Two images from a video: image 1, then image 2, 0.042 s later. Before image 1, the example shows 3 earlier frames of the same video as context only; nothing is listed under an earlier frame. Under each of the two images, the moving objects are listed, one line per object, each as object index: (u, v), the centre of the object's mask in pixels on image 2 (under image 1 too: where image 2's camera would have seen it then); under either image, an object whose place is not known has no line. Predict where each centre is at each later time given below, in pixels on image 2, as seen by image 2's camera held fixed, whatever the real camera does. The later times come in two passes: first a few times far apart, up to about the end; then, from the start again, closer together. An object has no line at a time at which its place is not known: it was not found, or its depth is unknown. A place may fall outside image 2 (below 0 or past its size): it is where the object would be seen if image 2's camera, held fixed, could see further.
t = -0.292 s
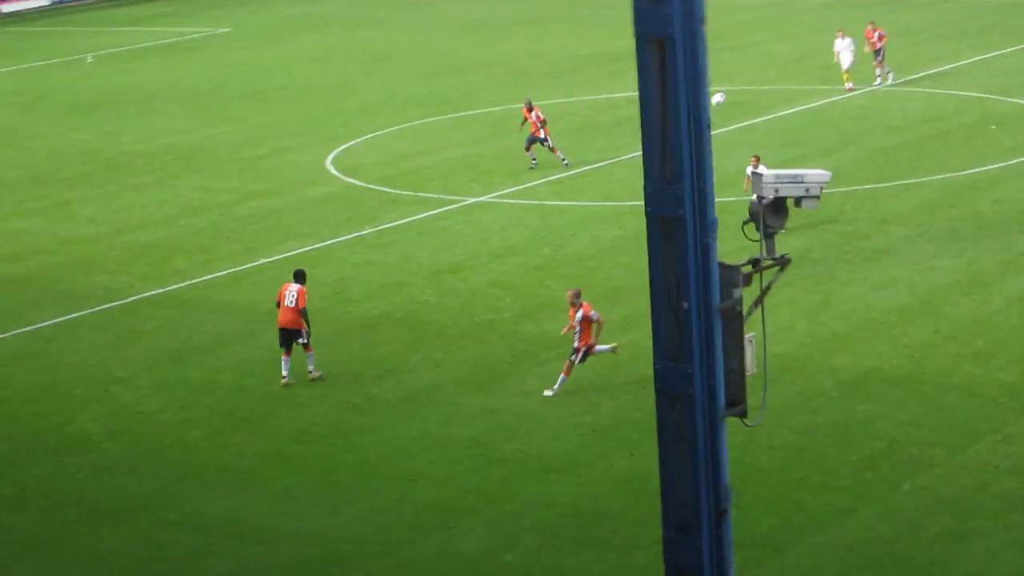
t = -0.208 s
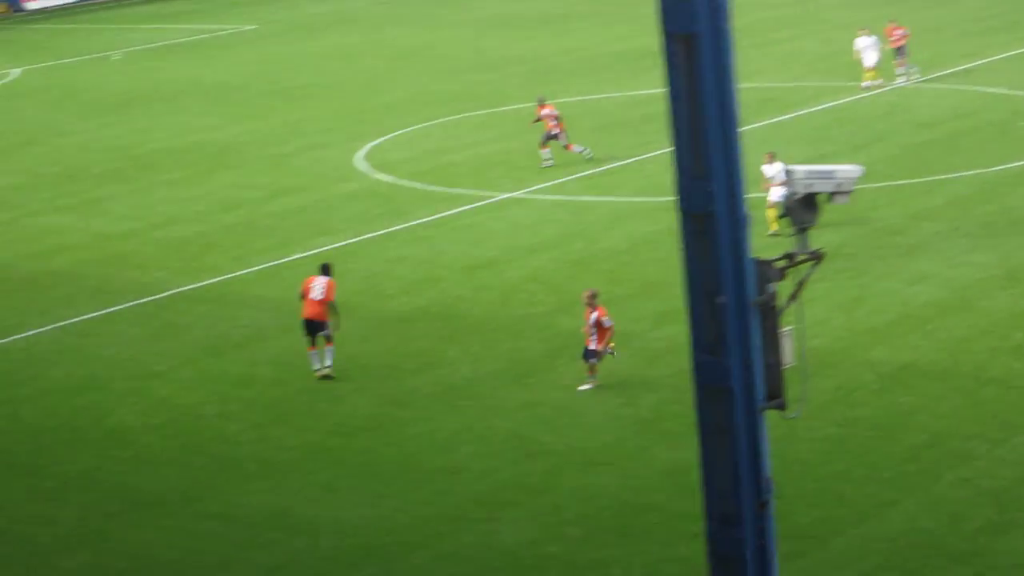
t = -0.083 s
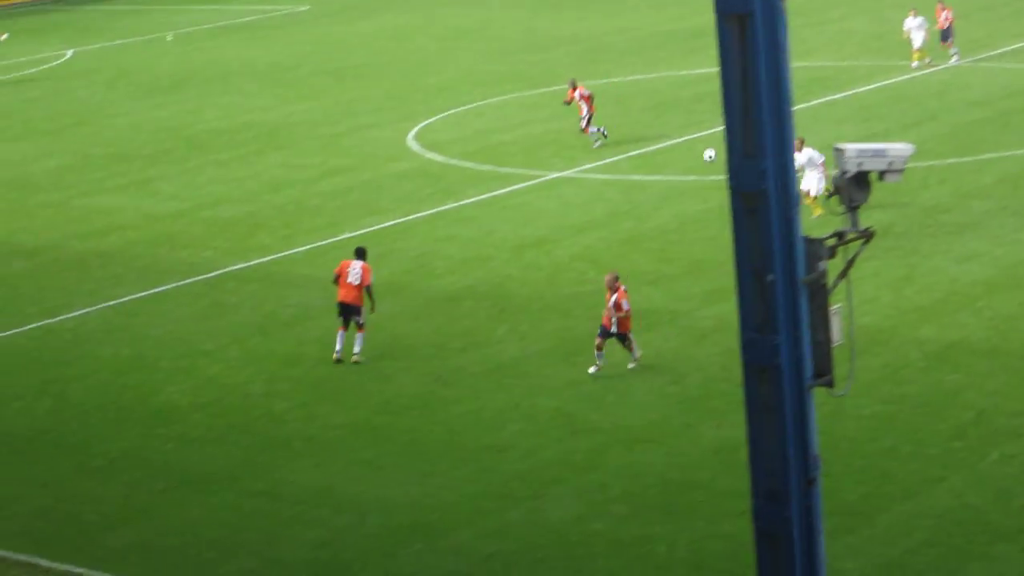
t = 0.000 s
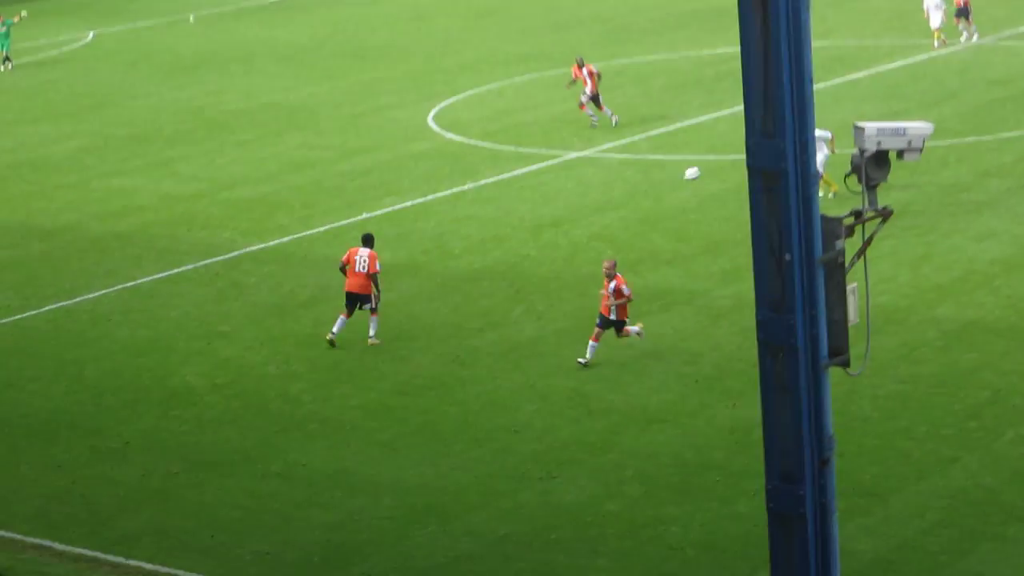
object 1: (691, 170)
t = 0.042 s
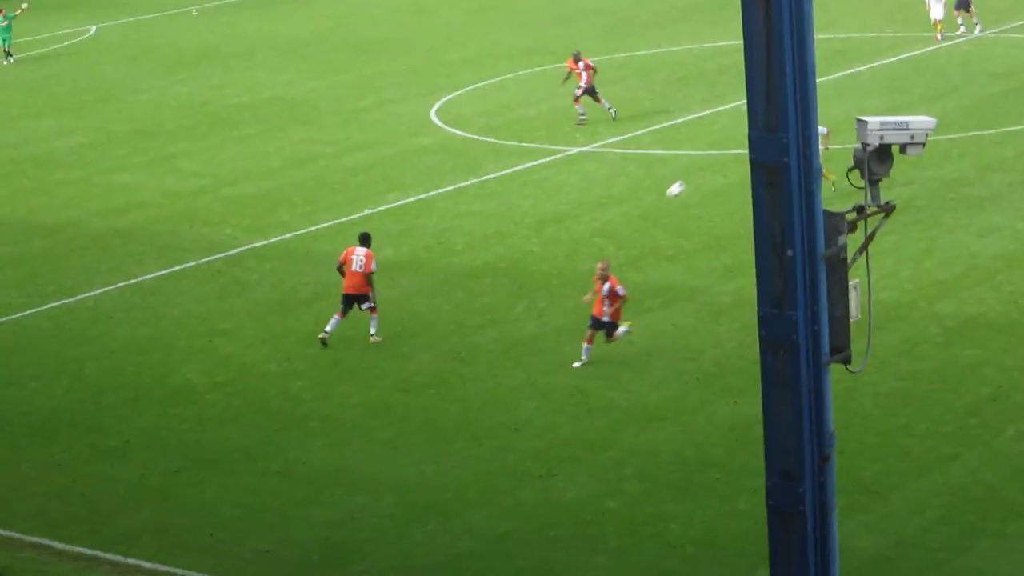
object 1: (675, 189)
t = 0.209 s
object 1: (602, 261)
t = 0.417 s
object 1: (523, 228)
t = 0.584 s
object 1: (454, 222)
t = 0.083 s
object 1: (655, 212)
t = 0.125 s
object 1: (636, 235)
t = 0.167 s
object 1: (619, 259)
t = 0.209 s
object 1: (602, 261)
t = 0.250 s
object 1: (584, 253)
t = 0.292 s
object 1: (568, 246)
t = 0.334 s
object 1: (553, 240)
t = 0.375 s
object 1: (538, 234)
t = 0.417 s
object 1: (523, 228)
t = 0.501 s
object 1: (489, 223)
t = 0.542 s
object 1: (471, 222)
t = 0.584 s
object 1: (454, 222)
